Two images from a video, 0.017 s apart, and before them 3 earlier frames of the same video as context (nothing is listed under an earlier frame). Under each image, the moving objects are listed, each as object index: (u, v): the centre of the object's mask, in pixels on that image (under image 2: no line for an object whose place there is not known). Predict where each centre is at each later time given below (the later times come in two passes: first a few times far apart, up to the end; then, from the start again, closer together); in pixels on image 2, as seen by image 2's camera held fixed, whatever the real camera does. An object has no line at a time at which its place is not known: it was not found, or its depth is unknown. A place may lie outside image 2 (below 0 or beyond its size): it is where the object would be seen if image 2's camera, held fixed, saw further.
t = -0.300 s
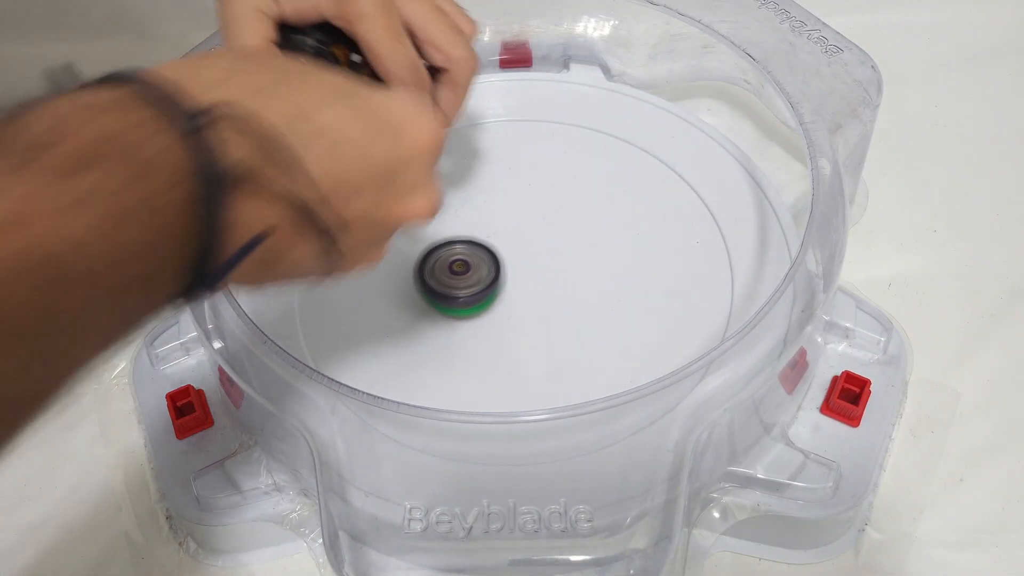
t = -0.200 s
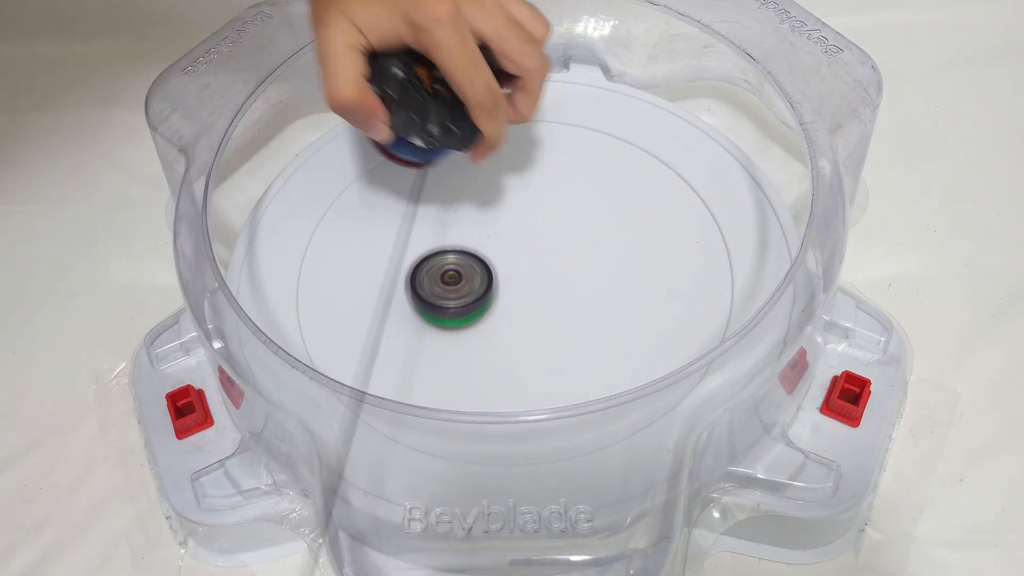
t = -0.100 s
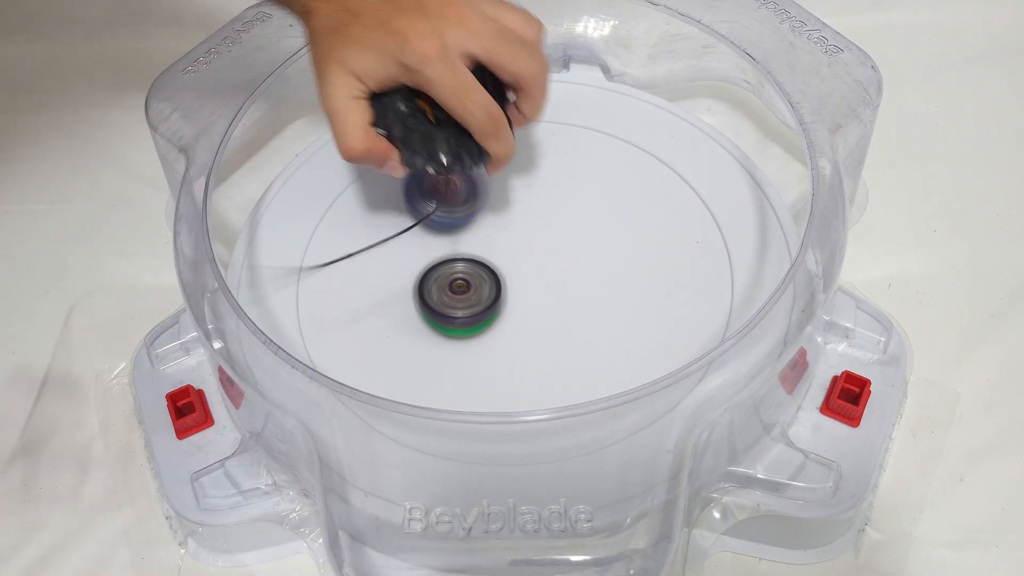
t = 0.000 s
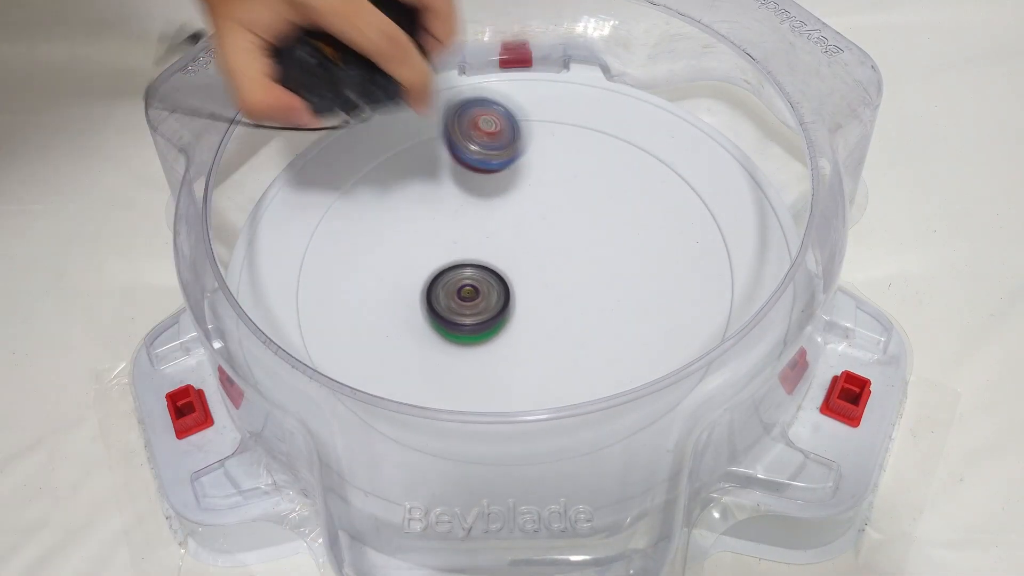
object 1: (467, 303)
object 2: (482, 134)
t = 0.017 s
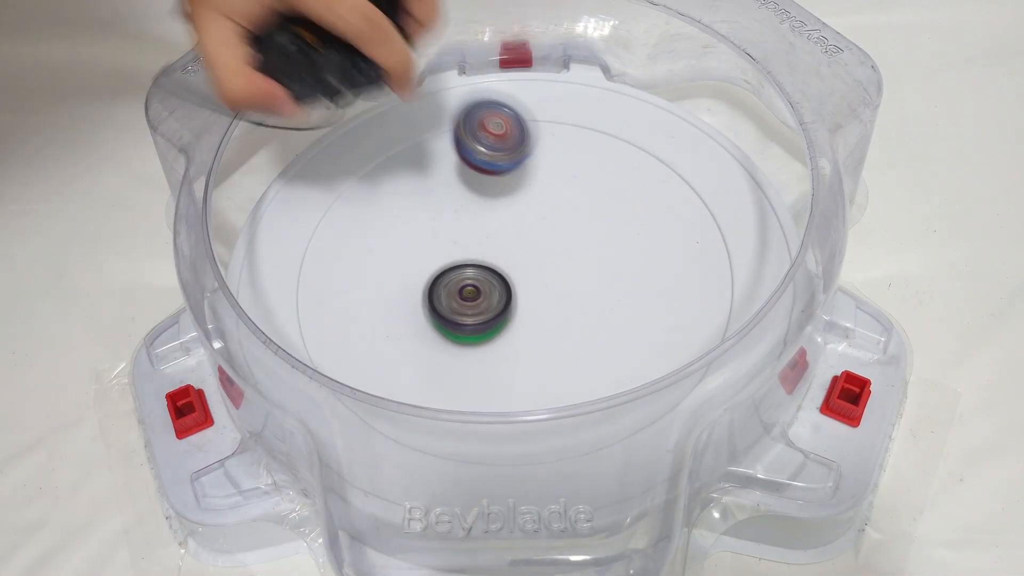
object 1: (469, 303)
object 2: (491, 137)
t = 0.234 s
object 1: (496, 279)
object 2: (567, 154)
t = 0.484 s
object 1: (485, 258)
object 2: (568, 204)
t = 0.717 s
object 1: (459, 250)
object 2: (586, 194)
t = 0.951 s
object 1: (460, 262)
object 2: (582, 120)
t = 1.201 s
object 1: (469, 253)
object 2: (477, 141)
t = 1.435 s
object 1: (501, 320)
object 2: (546, 166)
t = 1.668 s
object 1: (568, 311)
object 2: (530, 114)
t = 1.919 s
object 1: (583, 266)
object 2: (493, 311)
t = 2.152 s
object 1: (546, 254)
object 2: (735, 350)
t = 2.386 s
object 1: (516, 279)
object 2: (704, 128)
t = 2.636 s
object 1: (506, 298)
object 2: (367, 264)
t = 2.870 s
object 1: (504, 290)
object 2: (627, 454)
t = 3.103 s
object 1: (499, 289)
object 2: (627, 121)
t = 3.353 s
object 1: (488, 277)
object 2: (282, 197)
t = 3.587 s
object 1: (472, 265)
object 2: (543, 427)
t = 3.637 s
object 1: (472, 265)
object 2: (641, 403)
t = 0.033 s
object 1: (471, 302)
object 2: (500, 143)
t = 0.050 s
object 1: (473, 301)
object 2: (508, 151)
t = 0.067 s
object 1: (475, 299)
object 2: (517, 164)
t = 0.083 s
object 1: (477, 297)
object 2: (523, 166)
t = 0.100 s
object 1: (480, 295)
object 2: (528, 153)
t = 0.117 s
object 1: (483, 294)
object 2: (534, 145)
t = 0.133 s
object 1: (486, 292)
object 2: (539, 140)
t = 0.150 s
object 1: (489, 290)
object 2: (544, 139)
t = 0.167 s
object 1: (492, 288)
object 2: (550, 141)
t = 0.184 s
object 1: (493, 286)
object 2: (555, 146)
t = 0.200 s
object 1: (495, 284)
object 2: (560, 156)
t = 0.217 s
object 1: (496, 281)
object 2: (565, 159)
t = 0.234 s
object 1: (496, 279)
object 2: (567, 154)
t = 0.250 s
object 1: (497, 276)
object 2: (570, 151)
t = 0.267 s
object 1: (497, 275)
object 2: (572, 152)
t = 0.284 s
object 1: (497, 273)
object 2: (574, 157)
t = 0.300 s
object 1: (496, 271)
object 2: (576, 164)
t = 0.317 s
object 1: (495, 269)
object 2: (578, 172)
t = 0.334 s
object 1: (494, 267)
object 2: (578, 172)
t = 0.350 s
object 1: (492, 265)
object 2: (578, 174)
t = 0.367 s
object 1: (492, 264)
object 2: (578, 181)
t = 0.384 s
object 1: (490, 263)
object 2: (577, 183)
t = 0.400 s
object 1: (489, 262)
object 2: (576, 185)
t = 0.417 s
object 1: (488, 260)
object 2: (574, 190)
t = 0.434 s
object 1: (487, 260)
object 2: (572, 197)
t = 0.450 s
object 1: (486, 259)
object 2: (570, 200)
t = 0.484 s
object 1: (485, 258)
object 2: (568, 204)
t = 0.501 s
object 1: (485, 257)
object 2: (566, 206)
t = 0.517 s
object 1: (484, 256)
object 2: (564, 209)
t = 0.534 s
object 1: (484, 254)
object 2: (562, 211)
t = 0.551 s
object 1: (483, 253)
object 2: (560, 214)
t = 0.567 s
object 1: (482, 252)
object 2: (560, 215)
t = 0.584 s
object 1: (478, 252)
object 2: (561, 215)
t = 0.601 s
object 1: (475, 252)
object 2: (564, 215)
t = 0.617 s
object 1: (473, 252)
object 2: (566, 213)
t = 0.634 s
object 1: (470, 252)
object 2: (569, 211)
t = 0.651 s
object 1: (468, 252)
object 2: (572, 209)
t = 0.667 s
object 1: (466, 251)
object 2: (576, 206)
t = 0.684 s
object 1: (463, 251)
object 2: (579, 202)
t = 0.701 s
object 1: (461, 250)
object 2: (582, 199)
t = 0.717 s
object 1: (459, 250)
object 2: (586, 194)
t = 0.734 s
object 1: (458, 250)
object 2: (588, 190)
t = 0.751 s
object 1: (456, 250)
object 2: (592, 184)
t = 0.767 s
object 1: (454, 251)
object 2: (594, 179)
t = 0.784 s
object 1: (452, 251)
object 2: (597, 172)
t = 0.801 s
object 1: (451, 252)
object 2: (599, 166)
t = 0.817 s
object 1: (450, 253)
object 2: (601, 159)
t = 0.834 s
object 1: (451, 254)
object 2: (602, 153)
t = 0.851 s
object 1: (451, 256)
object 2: (602, 146)
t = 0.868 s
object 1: (453, 257)
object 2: (602, 138)
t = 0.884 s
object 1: (454, 259)
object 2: (601, 131)
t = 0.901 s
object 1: (455, 260)
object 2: (600, 124)
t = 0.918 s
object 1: (457, 261)
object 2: (596, 119)
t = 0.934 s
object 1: (458, 262)
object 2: (589, 119)
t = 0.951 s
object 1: (460, 262)
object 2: (582, 120)
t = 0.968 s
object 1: (462, 262)
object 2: (575, 120)
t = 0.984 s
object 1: (462, 263)
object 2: (567, 120)
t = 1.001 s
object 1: (463, 263)
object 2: (559, 121)
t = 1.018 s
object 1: (463, 264)
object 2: (551, 121)
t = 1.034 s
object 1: (464, 263)
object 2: (544, 122)
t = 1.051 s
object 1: (464, 262)
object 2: (536, 121)
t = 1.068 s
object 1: (464, 261)
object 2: (529, 121)
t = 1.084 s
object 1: (465, 260)
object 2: (521, 120)
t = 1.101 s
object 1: (465, 259)
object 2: (515, 119)
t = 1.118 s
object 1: (466, 258)
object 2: (508, 119)
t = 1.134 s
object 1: (467, 257)
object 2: (501, 119)
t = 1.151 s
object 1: (467, 257)
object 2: (494, 121)
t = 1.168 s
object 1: (468, 256)
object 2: (488, 125)
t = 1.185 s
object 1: (468, 255)
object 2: (482, 132)
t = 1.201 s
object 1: (469, 253)
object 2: (477, 141)
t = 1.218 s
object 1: (470, 252)
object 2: (473, 151)
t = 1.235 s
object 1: (472, 250)
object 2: (470, 162)
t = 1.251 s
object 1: (473, 249)
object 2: (470, 176)
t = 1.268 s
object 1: (474, 257)
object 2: (472, 179)
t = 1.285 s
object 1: (476, 268)
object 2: (476, 179)
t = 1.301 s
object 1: (477, 277)
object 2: (482, 180)
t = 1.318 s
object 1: (478, 287)
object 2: (489, 181)
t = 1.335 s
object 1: (481, 295)
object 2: (497, 180)
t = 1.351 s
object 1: (484, 302)
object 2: (506, 179)
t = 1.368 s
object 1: (486, 308)
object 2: (514, 178)
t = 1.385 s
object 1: (489, 314)
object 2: (522, 176)
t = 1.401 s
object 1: (493, 316)
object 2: (530, 174)
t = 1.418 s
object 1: (497, 319)
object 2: (538, 170)
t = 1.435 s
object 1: (501, 320)
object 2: (546, 166)
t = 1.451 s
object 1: (507, 321)
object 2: (551, 162)
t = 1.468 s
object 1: (512, 322)
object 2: (557, 158)
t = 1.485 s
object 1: (516, 323)
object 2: (562, 152)
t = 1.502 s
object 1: (523, 323)
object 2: (565, 148)
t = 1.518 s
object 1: (528, 323)
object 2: (568, 142)
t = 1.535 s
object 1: (532, 324)
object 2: (569, 137)
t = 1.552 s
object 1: (538, 323)
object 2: (569, 132)
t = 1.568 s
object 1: (543, 322)
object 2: (568, 128)
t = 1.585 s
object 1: (548, 321)
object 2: (565, 123)
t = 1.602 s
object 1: (553, 320)
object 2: (561, 119)
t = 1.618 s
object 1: (557, 318)
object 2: (556, 115)
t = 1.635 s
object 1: (561, 316)
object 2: (549, 112)
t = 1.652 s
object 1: (565, 314)
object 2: (540, 112)
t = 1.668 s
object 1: (568, 311)
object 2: (530, 114)
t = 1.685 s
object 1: (572, 308)
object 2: (520, 119)
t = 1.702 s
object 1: (575, 306)
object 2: (509, 125)
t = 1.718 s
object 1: (577, 303)
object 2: (497, 134)
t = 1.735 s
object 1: (580, 300)
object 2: (488, 143)
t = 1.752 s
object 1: (583, 297)
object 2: (480, 157)
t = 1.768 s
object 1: (584, 294)
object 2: (473, 171)
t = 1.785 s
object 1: (586, 291)
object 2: (468, 183)
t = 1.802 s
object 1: (586, 288)
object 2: (464, 199)
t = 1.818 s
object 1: (585, 285)
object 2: (463, 217)
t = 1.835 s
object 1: (585, 281)
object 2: (463, 231)
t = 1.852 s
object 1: (584, 278)
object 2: (464, 247)
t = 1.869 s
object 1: (584, 275)
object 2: (470, 266)
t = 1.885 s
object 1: (583, 272)
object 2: (476, 282)
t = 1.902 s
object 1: (583, 268)
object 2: (484, 297)
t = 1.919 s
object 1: (583, 266)
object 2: (493, 311)
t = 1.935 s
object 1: (582, 263)
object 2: (506, 327)
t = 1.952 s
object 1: (580, 260)
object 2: (521, 341)
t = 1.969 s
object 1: (578, 258)
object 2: (537, 349)
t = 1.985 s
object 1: (576, 256)
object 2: (556, 362)
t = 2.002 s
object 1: (573, 255)
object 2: (576, 366)
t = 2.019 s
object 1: (571, 254)
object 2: (594, 369)
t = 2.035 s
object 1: (568, 253)
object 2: (618, 378)
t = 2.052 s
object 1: (565, 253)
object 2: (640, 381)
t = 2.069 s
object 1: (561, 253)
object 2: (666, 387)
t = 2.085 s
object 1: (558, 253)
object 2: (681, 378)
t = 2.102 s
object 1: (554, 253)
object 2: (695, 371)
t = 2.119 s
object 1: (551, 253)
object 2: (709, 363)
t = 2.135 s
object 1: (548, 254)
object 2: (721, 359)
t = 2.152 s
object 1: (546, 254)
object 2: (735, 350)
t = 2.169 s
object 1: (543, 256)
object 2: (748, 339)
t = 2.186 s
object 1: (541, 257)
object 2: (753, 328)
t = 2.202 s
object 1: (540, 258)
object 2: (751, 313)
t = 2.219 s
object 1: (538, 260)
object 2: (749, 296)
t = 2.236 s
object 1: (536, 262)
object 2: (744, 279)
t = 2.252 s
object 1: (534, 264)
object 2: (749, 263)
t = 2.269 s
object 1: (532, 266)
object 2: (750, 248)
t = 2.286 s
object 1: (530, 268)
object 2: (752, 228)
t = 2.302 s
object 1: (528, 270)
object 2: (749, 209)
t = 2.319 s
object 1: (526, 272)
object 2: (745, 193)
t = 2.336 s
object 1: (523, 274)
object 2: (737, 174)
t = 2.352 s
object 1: (521, 276)
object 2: (729, 157)
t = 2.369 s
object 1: (518, 278)
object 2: (717, 142)
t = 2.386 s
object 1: (516, 279)
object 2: (704, 128)
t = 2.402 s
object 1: (513, 281)
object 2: (688, 114)
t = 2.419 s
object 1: (512, 283)
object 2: (672, 103)
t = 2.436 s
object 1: (510, 285)
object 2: (655, 93)
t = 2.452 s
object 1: (508, 287)
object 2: (634, 91)
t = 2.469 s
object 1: (506, 289)
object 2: (609, 100)
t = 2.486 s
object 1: (505, 290)
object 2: (584, 111)
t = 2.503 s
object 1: (504, 292)
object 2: (560, 123)
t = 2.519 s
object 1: (503, 293)
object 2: (533, 135)
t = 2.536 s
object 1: (503, 294)
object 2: (506, 150)
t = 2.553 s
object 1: (503, 295)
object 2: (481, 165)
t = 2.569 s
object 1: (503, 296)
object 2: (456, 180)
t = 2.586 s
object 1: (504, 296)
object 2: (432, 198)
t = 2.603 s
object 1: (505, 297)
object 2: (408, 220)
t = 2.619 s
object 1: (506, 297)
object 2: (387, 241)
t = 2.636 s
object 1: (506, 298)
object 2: (367, 264)
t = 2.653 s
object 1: (506, 297)
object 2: (350, 288)
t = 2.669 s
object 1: (506, 297)
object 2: (335, 313)
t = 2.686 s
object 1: (506, 297)
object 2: (327, 338)
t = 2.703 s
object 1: (506, 296)
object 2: (318, 367)
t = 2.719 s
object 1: (506, 296)
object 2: (324, 388)
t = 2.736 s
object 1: (506, 294)
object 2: (332, 416)
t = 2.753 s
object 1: (505, 294)
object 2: (359, 434)
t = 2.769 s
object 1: (505, 293)
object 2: (399, 445)
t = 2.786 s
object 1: (505, 292)
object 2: (438, 456)
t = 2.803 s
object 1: (504, 291)
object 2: (477, 463)
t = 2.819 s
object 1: (504, 291)
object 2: (519, 462)
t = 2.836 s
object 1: (503, 291)
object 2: (557, 461)
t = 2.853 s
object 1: (504, 291)
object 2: (594, 460)
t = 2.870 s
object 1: (504, 290)
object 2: (627, 454)
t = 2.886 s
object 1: (504, 290)
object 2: (652, 441)
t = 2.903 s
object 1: (504, 290)
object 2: (664, 415)
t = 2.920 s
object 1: (505, 290)
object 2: (678, 386)
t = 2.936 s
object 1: (505, 290)
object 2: (688, 359)
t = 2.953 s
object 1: (505, 290)
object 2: (688, 332)
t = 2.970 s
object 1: (505, 290)
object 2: (697, 310)
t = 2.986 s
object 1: (505, 290)
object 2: (702, 285)
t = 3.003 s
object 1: (504, 289)
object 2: (699, 261)
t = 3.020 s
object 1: (504, 289)
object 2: (694, 234)
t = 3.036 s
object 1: (503, 288)
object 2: (686, 209)
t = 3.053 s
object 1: (502, 289)
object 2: (677, 185)
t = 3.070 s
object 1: (501, 289)
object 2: (660, 161)
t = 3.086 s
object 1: (500, 289)
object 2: (644, 140)
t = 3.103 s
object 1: (499, 289)
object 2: (627, 121)
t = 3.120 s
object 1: (499, 290)
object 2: (602, 105)
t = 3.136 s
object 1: (497, 290)
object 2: (577, 90)
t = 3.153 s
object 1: (496, 291)
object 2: (552, 81)
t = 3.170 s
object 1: (495, 291)
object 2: (527, 71)
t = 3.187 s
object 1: (494, 290)
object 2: (503, 74)
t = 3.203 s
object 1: (493, 289)
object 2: (475, 88)
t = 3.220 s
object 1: (492, 287)
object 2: (448, 96)
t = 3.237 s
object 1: (491, 286)
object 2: (425, 106)
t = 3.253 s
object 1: (491, 284)
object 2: (400, 117)
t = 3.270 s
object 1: (491, 282)
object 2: (378, 126)
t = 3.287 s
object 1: (491, 281)
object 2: (358, 138)
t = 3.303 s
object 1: (490, 279)
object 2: (337, 150)
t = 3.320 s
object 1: (490, 279)
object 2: (319, 165)
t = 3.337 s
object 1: (489, 278)
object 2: (299, 180)
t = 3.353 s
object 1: (488, 277)
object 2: (282, 197)
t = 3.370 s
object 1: (488, 278)
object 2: (264, 215)
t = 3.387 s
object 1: (486, 277)
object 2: (258, 234)
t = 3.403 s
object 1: (485, 278)
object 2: (272, 253)
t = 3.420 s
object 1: (483, 277)
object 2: (288, 277)
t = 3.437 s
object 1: (482, 277)
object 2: (304, 298)
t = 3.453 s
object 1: (480, 276)
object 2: (323, 318)
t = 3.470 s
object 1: (478, 274)
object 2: (344, 340)
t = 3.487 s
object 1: (476, 273)
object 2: (367, 354)
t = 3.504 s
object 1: (475, 271)
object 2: (392, 367)
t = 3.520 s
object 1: (473, 270)
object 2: (412, 388)
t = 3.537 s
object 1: (473, 268)
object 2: (441, 400)
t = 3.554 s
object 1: (472, 267)
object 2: (475, 411)
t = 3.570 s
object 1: (472, 266)
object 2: (506, 424)
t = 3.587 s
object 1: (472, 265)
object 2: (543, 427)
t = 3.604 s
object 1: (471, 265)
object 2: (579, 429)
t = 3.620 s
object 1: (472, 265)
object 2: (612, 421)
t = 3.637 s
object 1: (472, 265)
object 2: (641, 403)
